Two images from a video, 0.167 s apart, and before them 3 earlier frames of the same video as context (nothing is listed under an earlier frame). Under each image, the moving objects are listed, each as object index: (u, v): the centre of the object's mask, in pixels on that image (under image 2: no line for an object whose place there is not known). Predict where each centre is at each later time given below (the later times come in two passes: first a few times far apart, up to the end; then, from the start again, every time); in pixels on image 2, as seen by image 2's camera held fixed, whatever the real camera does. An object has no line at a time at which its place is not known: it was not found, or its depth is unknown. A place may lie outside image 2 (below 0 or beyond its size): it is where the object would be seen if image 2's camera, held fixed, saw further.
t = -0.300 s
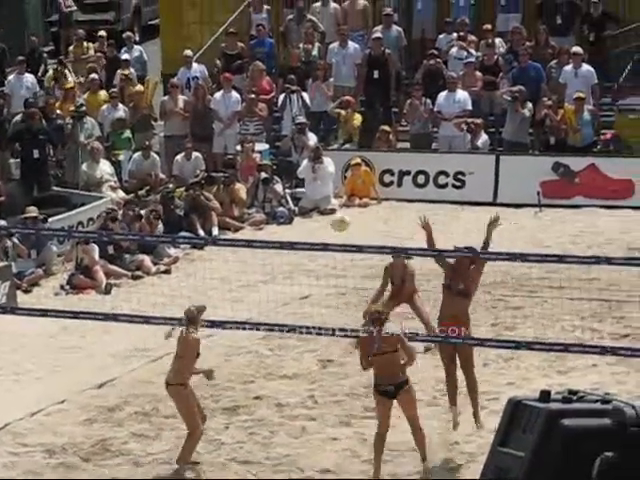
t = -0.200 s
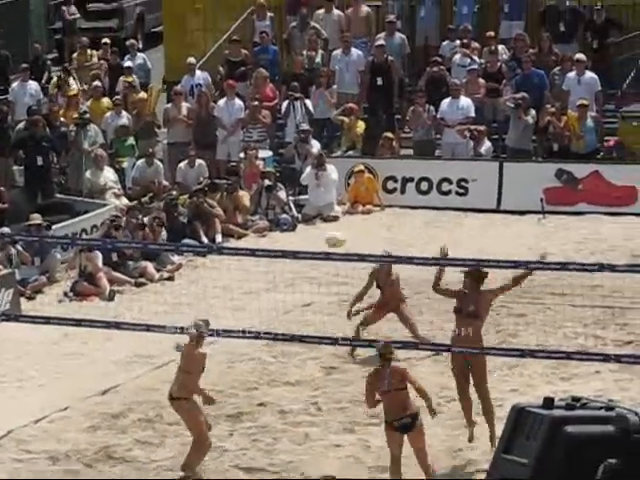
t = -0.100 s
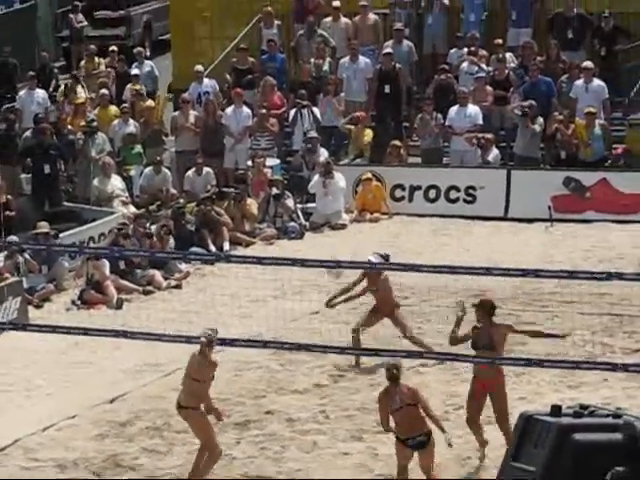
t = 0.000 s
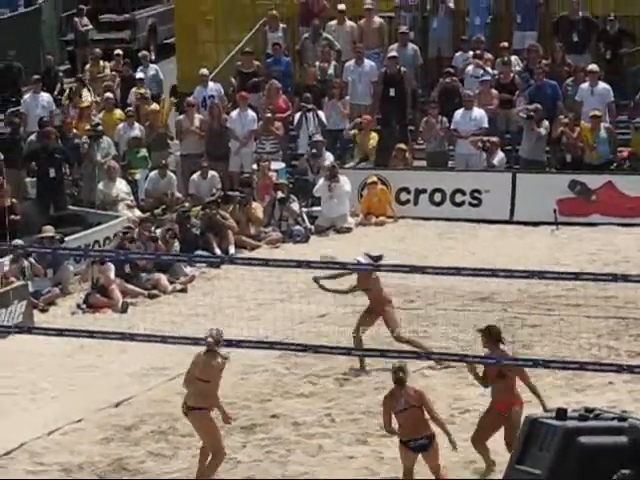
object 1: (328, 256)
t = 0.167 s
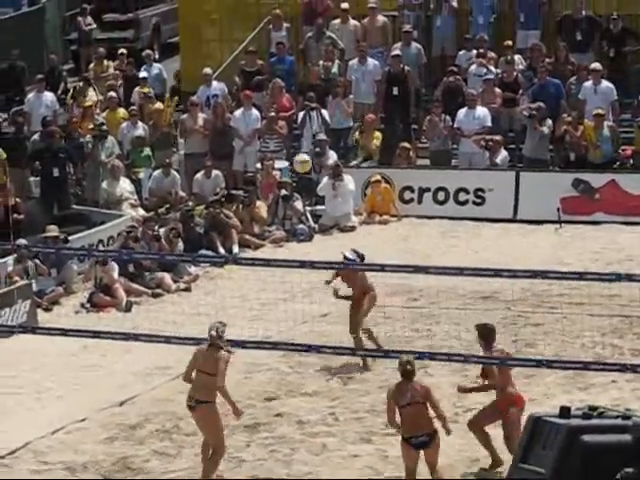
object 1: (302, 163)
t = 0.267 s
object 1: (284, 117)
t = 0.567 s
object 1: (232, 27)
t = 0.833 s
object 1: (188, 11)
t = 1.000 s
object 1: (164, 29)
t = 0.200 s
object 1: (296, 147)
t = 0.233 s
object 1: (291, 131)
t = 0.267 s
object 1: (284, 117)
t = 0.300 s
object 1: (278, 103)
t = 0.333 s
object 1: (272, 90)
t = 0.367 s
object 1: (266, 78)
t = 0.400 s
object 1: (261, 68)
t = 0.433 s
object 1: (254, 58)
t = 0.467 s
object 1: (249, 49)
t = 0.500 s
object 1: (243, 40)
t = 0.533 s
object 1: (237, 33)
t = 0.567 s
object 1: (232, 27)
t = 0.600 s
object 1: (226, 21)
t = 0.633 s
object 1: (221, 17)
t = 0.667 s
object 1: (215, 14)
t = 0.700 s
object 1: (209, 11)
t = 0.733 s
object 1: (204, 10)
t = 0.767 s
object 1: (199, 10)
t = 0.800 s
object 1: (193, 10)
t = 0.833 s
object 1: (188, 11)
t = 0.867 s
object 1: (183, 12)
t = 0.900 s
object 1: (177, 15)
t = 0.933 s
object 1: (173, 19)
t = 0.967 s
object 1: (169, 24)
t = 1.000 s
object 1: (164, 29)
